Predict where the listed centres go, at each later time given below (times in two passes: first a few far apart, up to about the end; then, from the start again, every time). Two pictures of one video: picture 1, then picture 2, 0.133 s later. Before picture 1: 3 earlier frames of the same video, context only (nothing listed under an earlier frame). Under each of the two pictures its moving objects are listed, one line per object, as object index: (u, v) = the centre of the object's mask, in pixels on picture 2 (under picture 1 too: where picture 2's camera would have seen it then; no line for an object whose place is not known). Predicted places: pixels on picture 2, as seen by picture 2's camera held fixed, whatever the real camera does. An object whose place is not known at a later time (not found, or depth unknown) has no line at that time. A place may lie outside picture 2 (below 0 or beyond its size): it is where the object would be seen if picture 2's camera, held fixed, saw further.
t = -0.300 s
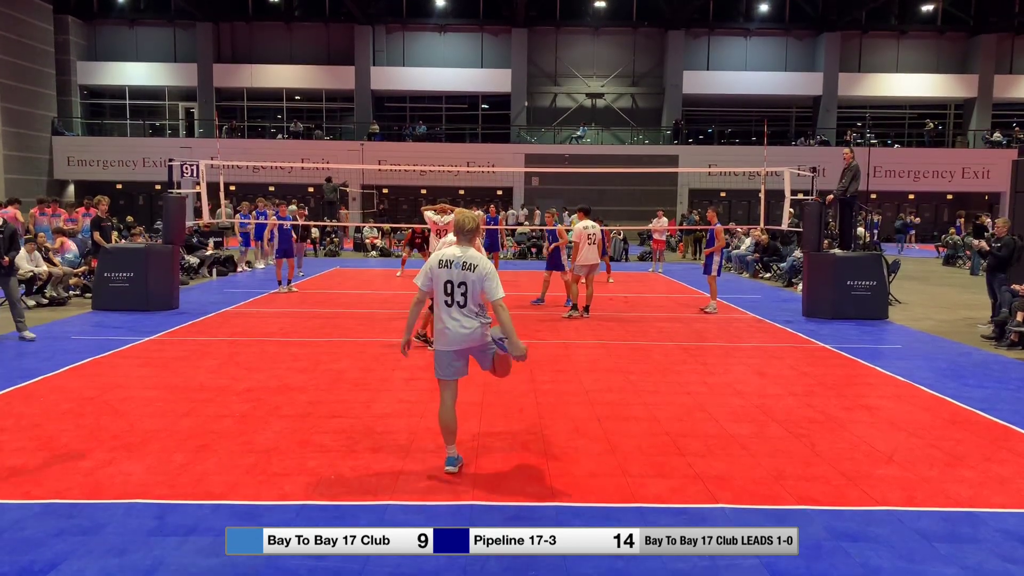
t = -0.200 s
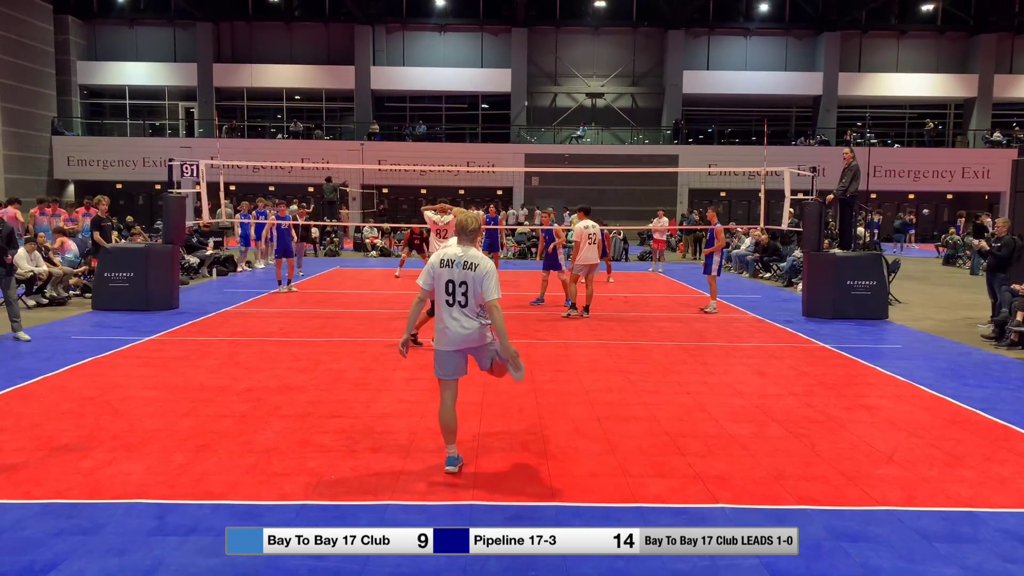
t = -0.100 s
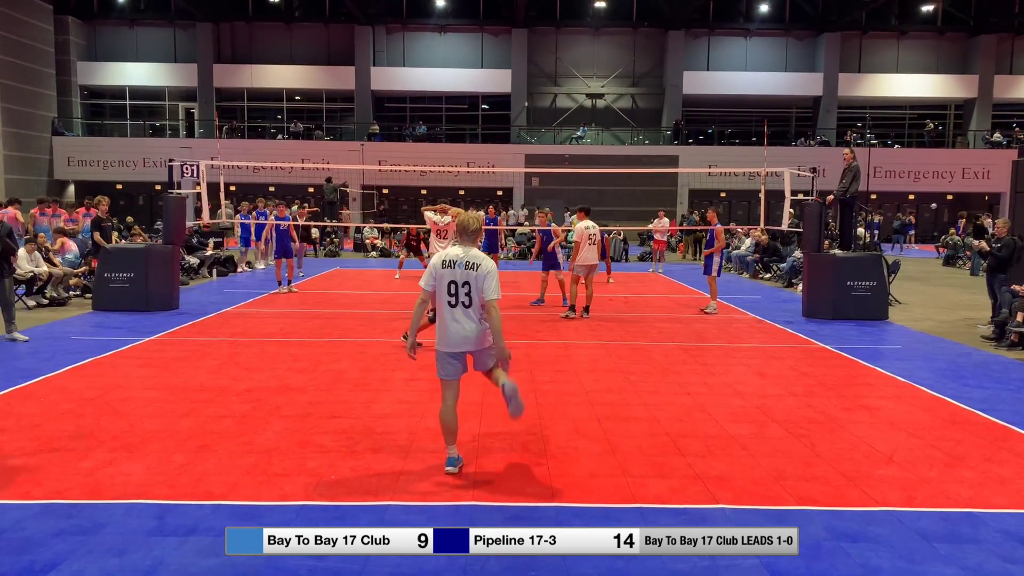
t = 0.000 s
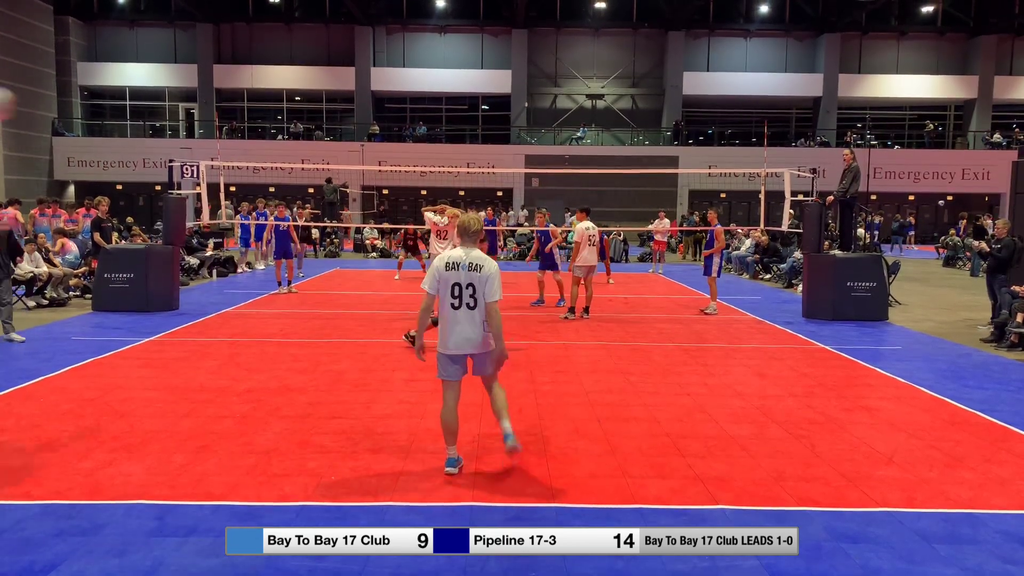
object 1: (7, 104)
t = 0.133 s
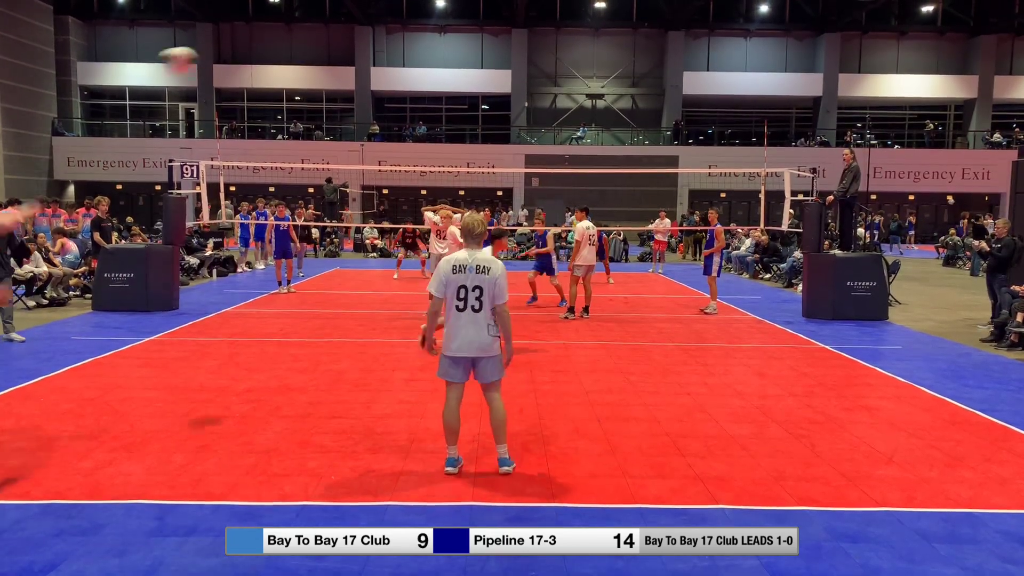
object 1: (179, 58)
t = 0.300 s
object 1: (314, 51)
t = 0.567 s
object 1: (432, 88)
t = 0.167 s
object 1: (212, 55)
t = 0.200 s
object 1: (241, 52)
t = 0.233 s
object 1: (268, 50)
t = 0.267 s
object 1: (292, 50)
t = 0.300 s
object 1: (314, 51)
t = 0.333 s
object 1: (334, 53)
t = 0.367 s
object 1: (352, 56)
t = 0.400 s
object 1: (368, 59)
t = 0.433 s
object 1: (383, 63)
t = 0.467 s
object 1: (396, 68)
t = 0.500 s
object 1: (409, 75)
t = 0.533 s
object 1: (421, 81)
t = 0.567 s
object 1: (432, 88)
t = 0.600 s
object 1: (442, 95)
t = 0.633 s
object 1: (450, 101)
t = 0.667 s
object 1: (459, 107)
